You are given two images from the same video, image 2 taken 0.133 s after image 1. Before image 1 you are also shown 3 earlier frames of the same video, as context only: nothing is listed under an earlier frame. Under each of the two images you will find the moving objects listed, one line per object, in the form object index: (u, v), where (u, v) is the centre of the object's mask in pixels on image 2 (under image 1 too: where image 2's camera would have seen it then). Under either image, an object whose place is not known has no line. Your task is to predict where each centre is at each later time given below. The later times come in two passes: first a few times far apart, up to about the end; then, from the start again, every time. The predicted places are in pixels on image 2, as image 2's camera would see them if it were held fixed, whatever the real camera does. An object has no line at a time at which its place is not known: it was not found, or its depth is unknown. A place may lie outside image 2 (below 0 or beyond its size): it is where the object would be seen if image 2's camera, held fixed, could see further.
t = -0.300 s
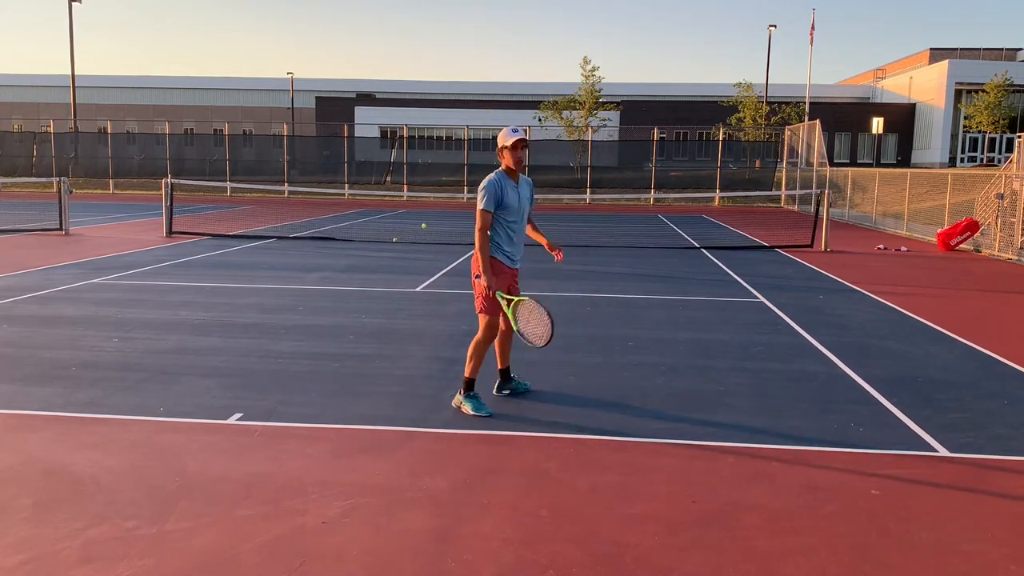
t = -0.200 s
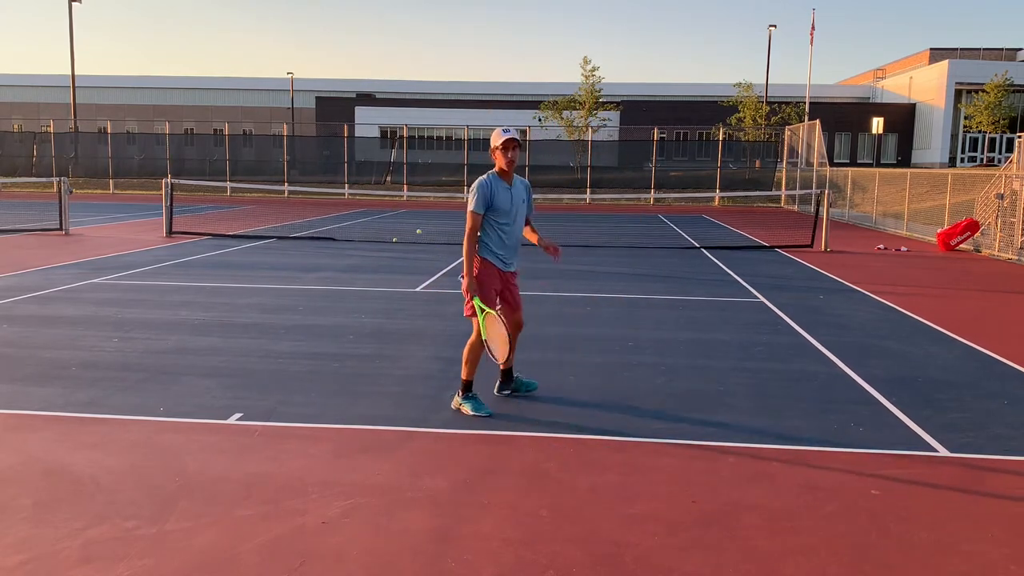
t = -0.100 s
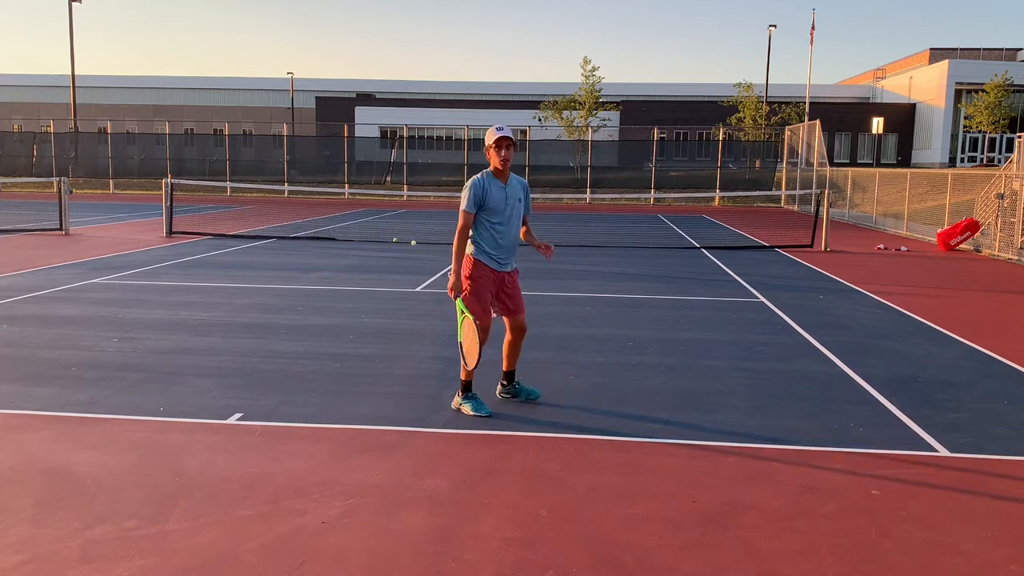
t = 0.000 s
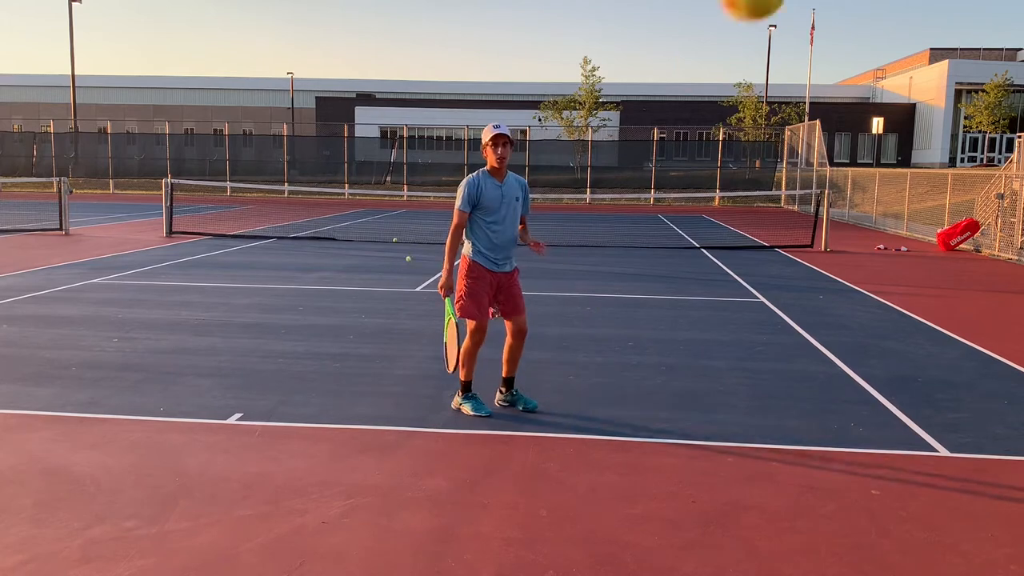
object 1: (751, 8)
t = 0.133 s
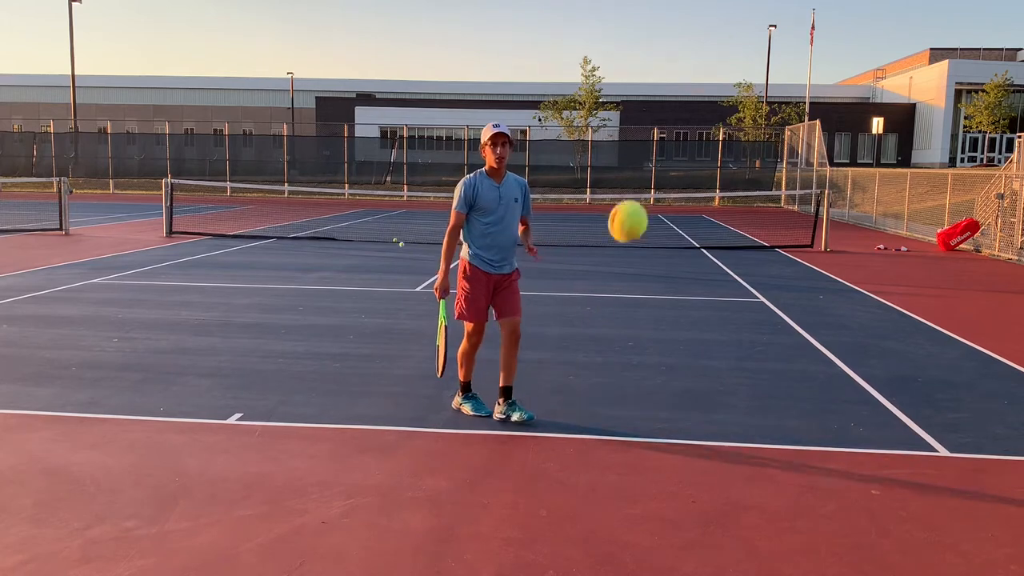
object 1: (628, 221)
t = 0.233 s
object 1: (587, 340)
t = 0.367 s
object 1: (557, 477)
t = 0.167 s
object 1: (612, 263)
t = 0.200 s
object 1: (598, 303)
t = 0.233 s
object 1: (587, 340)
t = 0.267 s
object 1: (578, 376)
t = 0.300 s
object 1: (570, 411)
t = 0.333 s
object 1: (563, 445)
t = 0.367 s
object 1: (557, 477)
